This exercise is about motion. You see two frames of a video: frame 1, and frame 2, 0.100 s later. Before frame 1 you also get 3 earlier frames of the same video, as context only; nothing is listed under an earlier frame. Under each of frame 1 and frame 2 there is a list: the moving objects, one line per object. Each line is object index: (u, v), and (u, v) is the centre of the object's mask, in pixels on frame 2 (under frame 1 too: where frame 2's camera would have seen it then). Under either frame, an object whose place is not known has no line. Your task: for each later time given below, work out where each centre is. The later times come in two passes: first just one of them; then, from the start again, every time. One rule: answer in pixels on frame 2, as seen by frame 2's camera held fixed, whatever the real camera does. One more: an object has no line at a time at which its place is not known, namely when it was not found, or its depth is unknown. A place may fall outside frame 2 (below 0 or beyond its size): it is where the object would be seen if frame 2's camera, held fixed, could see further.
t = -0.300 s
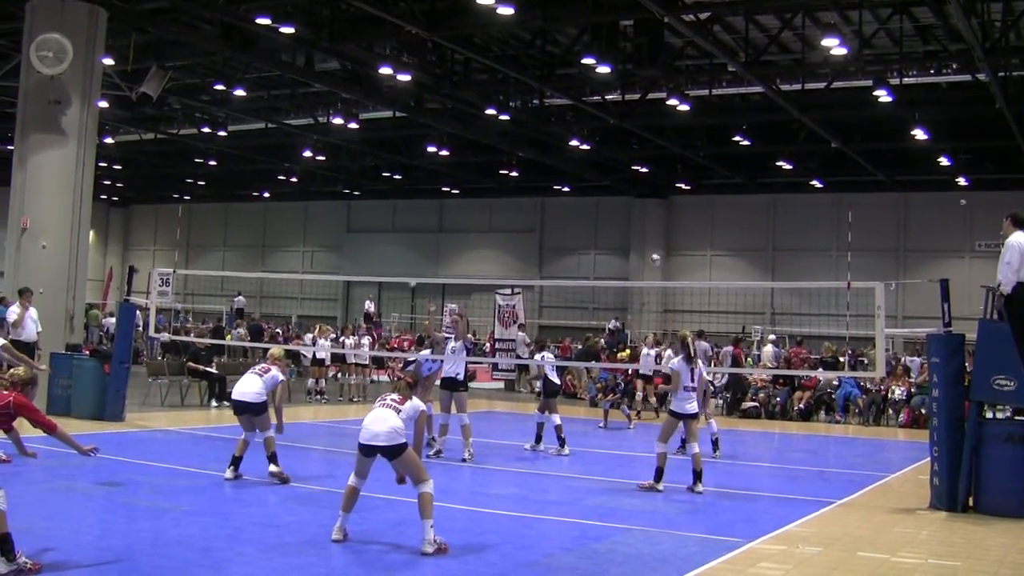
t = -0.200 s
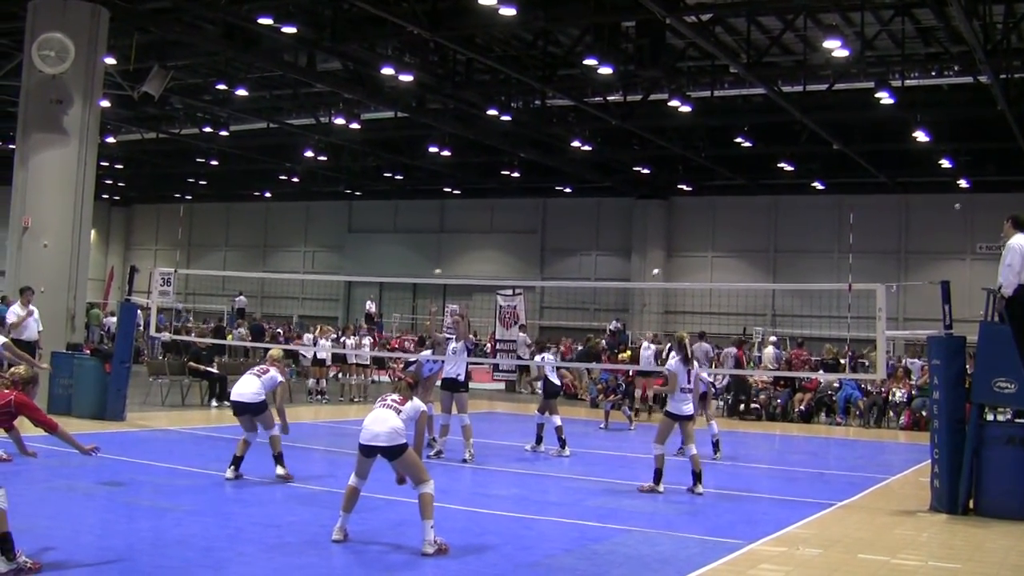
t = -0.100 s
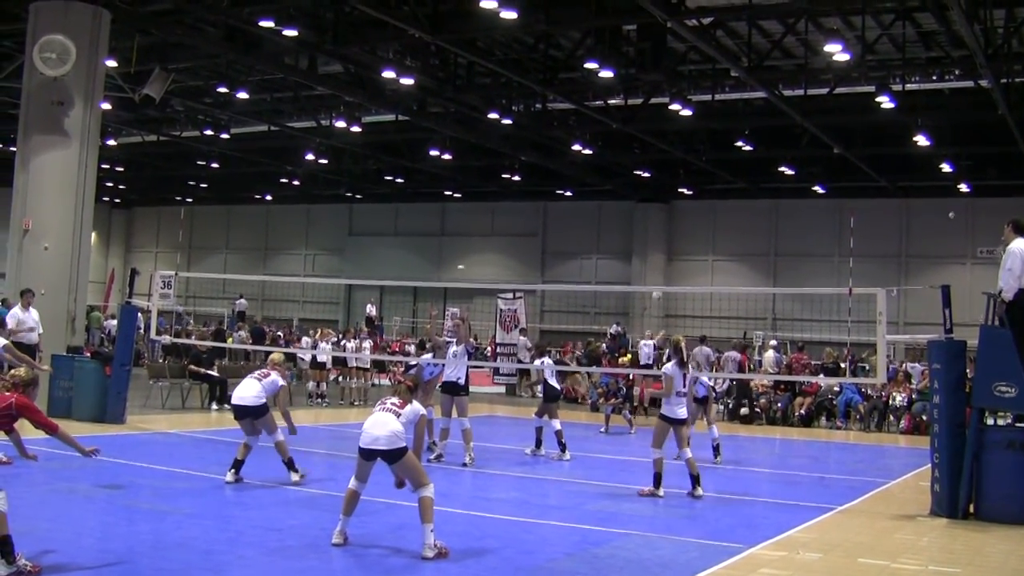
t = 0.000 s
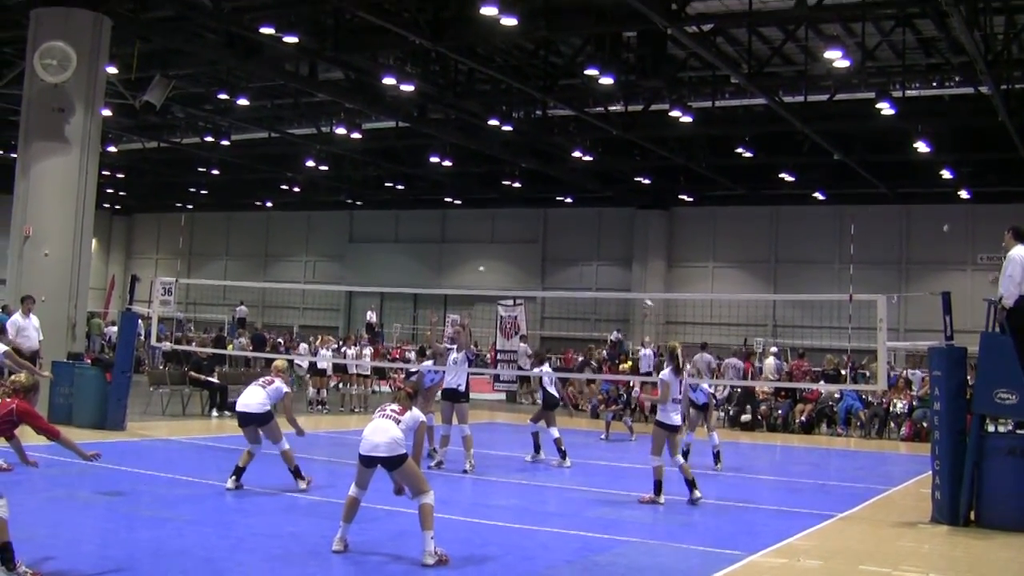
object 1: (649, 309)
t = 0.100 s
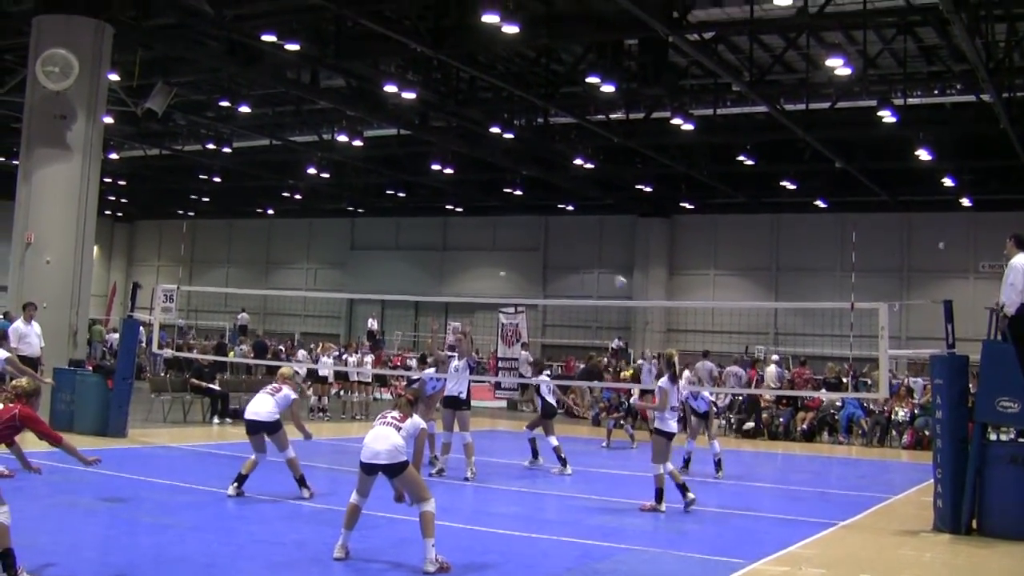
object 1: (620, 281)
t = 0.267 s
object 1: (567, 240)
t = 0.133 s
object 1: (610, 271)
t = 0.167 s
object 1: (600, 261)
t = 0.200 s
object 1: (590, 254)
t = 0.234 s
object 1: (579, 247)
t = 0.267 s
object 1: (567, 240)
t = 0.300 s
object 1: (557, 234)
